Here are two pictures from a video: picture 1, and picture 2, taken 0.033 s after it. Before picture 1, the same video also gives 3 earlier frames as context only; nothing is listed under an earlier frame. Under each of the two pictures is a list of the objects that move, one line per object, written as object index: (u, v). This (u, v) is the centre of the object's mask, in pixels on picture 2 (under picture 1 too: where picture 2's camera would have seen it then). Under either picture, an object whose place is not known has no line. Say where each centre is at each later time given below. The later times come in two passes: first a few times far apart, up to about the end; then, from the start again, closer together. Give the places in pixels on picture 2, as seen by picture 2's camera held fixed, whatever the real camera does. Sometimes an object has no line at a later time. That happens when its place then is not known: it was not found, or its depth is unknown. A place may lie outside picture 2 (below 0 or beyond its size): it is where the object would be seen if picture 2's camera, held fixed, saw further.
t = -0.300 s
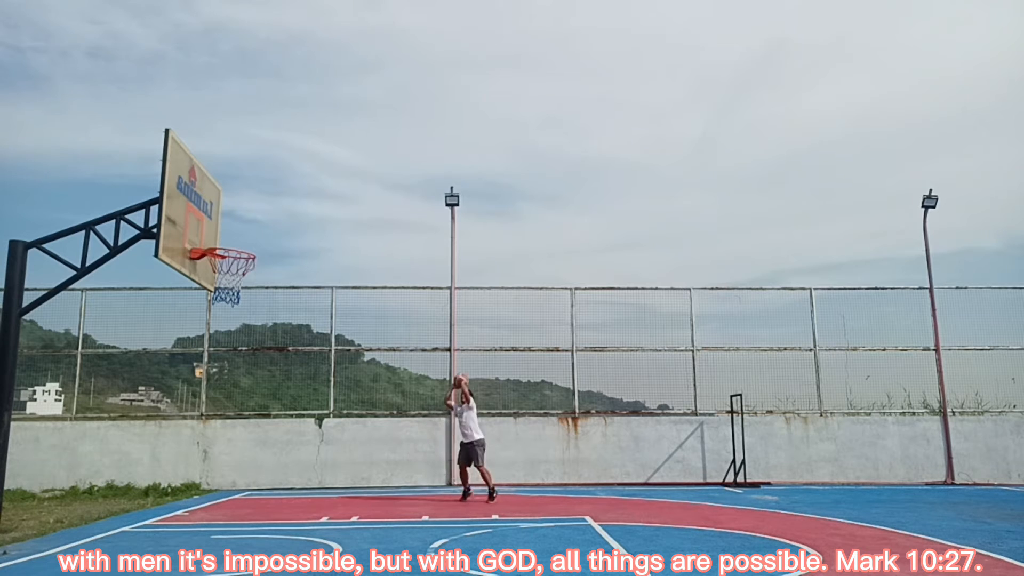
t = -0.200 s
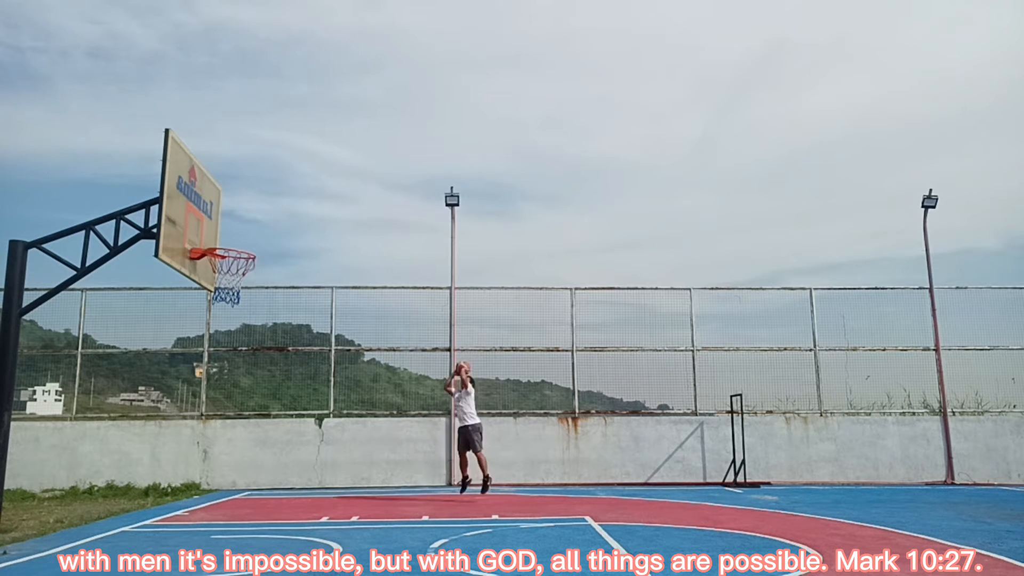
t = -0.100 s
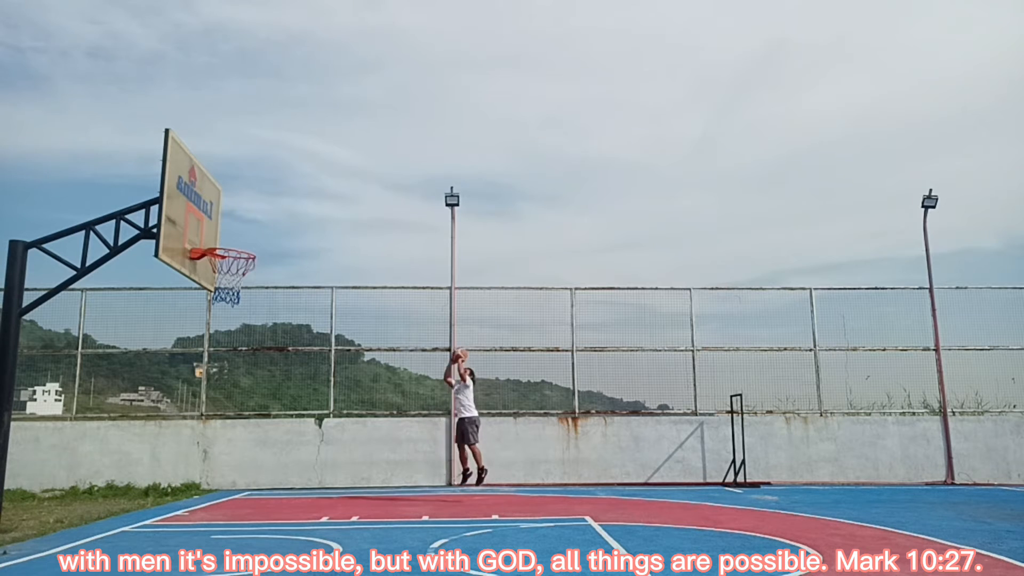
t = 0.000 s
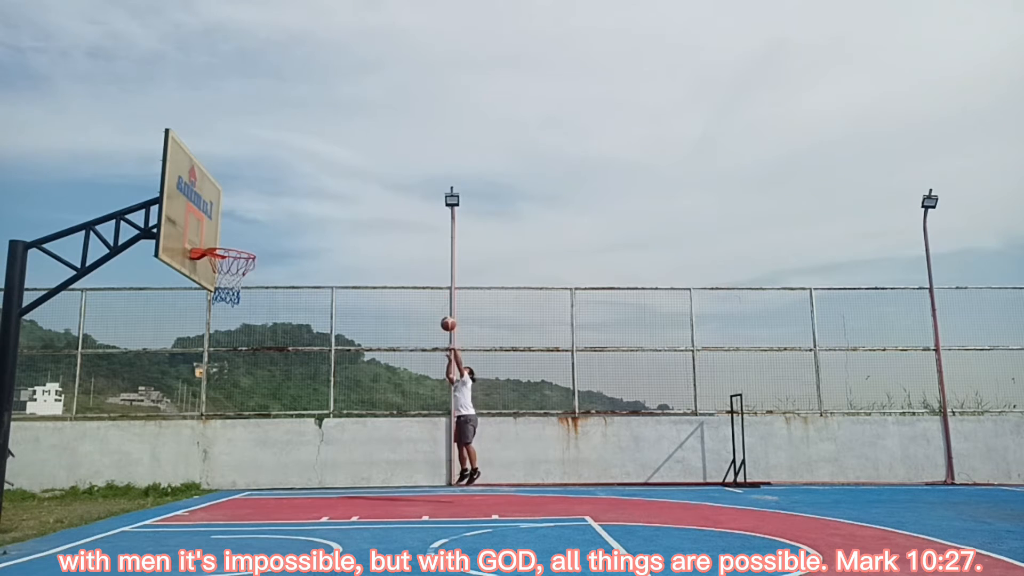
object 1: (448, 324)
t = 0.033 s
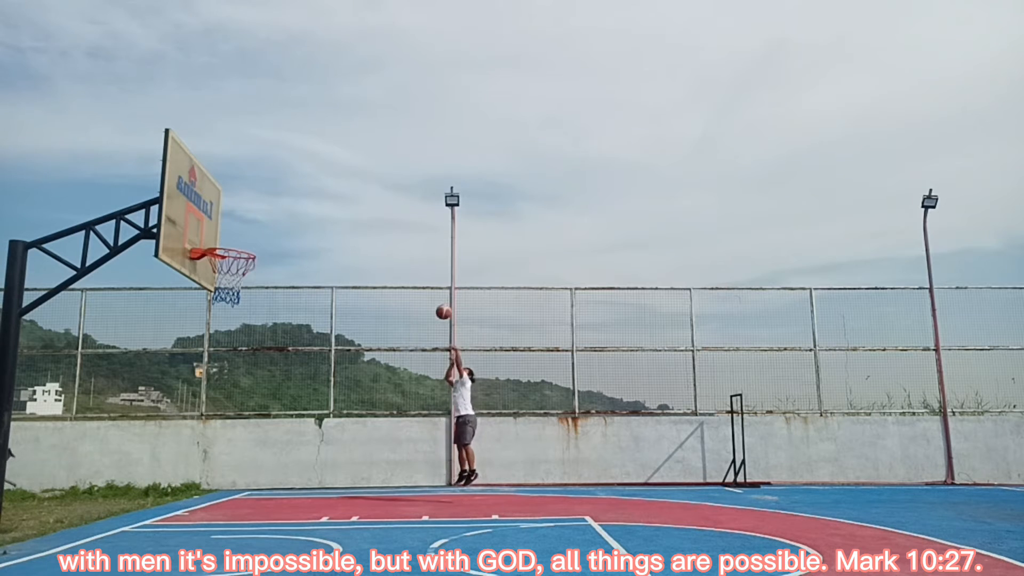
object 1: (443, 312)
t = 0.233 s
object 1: (413, 251)
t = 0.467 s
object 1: (371, 205)
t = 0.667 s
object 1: (328, 193)
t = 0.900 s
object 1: (266, 219)
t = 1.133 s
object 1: (215, 275)
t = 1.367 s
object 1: (226, 286)
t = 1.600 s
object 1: (235, 344)
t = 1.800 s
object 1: (238, 433)
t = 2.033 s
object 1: (246, 495)
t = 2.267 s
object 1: (261, 413)
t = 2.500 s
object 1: (274, 380)
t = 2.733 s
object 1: (283, 396)
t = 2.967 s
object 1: (288, 462)
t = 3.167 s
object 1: (293, 508)
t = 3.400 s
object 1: (304, 447)
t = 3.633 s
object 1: (312, 435)
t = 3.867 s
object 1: (317, 472)
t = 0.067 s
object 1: (438, 301)
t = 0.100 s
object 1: (433, 290)
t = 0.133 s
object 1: (428, 279)
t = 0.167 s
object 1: (423, 269)
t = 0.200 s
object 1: (418, 260)
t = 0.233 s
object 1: (413, 251)
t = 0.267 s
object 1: (407, 243)
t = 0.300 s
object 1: (401, 235)
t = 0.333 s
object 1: (395, 228)
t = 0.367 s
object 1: (390, 221)
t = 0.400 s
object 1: (384, 215)
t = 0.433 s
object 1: (377, 210)
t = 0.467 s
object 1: (371, 205)
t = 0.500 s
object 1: (365, 201)
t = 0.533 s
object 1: (358, 198)
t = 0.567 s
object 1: (351, 196)
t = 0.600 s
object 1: (344, 194)
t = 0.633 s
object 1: (336, 193)
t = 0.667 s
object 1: (328, 193)
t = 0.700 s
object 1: (320, 194)
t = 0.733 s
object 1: (312, 196)
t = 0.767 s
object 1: (304, 198)
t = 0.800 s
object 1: (295, 202)
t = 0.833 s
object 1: (286, 206)
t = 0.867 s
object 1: (276, 212)
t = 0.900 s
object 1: (266, 219)
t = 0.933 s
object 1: (256, 228)
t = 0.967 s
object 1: (245, 237)
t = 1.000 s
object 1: (234, 247)
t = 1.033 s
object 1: (226, 257)
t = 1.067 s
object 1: (220, 266)
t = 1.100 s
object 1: (216, 270)
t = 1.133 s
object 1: (215, 275)
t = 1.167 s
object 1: (216, 275)
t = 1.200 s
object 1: (218, 275)
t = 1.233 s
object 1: (220, 275)
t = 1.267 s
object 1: (222, 277)
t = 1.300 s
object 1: (223, 279)
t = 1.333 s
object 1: (225, 283)
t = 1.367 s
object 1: (226, 286)
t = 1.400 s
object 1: (227, 292)
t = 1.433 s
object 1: (229, 298)
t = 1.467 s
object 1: (230, 305)
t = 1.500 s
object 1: (231, 313)
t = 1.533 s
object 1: (232, 322)
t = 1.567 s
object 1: (234, 333)
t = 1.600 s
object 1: (235, 344)
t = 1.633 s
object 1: (236, 356)
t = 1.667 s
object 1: (237, 369)
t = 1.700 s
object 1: (238, 383)
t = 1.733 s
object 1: (238, 399)
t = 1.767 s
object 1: (239, 416)
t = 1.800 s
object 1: (238, 433)
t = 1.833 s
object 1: (239, 452)
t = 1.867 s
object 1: (240, 472)
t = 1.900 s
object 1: (240, 493)
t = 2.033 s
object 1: (246, 495)
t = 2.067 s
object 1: (249, 480)
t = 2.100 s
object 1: (251, 466)
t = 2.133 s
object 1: (253, 453)
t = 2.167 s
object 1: (255, 442)
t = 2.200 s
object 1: (257, 432)
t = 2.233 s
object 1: (259, 421)
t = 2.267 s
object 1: (261, 413)
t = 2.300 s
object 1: (264, 405)
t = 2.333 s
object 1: (266, 399)
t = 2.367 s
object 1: (267, 393)
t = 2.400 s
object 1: (269, 389)
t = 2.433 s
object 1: (271, 385)
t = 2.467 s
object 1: (272, 382)
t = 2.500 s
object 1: (274, 380)
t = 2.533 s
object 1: (275, 379)
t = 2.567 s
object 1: (276, 380)
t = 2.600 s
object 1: (278, 381)
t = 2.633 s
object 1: (279, 383)
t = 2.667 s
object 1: (281, 386)
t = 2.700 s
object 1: (282, 390)
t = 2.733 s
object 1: (283, 396)
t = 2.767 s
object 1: (284, 402)
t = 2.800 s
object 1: (285, 410)
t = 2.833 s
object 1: (285, 418)
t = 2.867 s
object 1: (286, 427)
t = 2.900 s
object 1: (287, 438)
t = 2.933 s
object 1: (288, 449)
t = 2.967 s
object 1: (288, 462)
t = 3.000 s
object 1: (289, 476)
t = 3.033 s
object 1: (290, 491)
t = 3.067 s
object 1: (290, 507)
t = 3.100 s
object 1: (290, 524)
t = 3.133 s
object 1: (292, 521)
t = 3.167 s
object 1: (293, 508)
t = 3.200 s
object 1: (295, 496)
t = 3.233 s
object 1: (296, 485)
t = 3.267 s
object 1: (298, 475)
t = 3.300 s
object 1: (300, 467)
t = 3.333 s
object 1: (301, 459)
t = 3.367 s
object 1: (302, 452)
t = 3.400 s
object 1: (304, 447)
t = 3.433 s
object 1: (305, 442)
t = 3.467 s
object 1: (306, 438)
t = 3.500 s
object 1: (307, 436)
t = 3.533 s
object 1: (309, 434)
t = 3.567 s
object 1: (310, 433)
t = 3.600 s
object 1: (311, 433)
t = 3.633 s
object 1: (312, 435)
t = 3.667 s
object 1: (313, 437)
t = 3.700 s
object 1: (313, 440)
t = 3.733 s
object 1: (314, 445)
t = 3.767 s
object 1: (315, 450)
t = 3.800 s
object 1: (316, 456)
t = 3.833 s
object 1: (317, 464)
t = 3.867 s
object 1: (317, 472)
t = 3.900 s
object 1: (318, 481)
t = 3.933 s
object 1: (318, 492)
